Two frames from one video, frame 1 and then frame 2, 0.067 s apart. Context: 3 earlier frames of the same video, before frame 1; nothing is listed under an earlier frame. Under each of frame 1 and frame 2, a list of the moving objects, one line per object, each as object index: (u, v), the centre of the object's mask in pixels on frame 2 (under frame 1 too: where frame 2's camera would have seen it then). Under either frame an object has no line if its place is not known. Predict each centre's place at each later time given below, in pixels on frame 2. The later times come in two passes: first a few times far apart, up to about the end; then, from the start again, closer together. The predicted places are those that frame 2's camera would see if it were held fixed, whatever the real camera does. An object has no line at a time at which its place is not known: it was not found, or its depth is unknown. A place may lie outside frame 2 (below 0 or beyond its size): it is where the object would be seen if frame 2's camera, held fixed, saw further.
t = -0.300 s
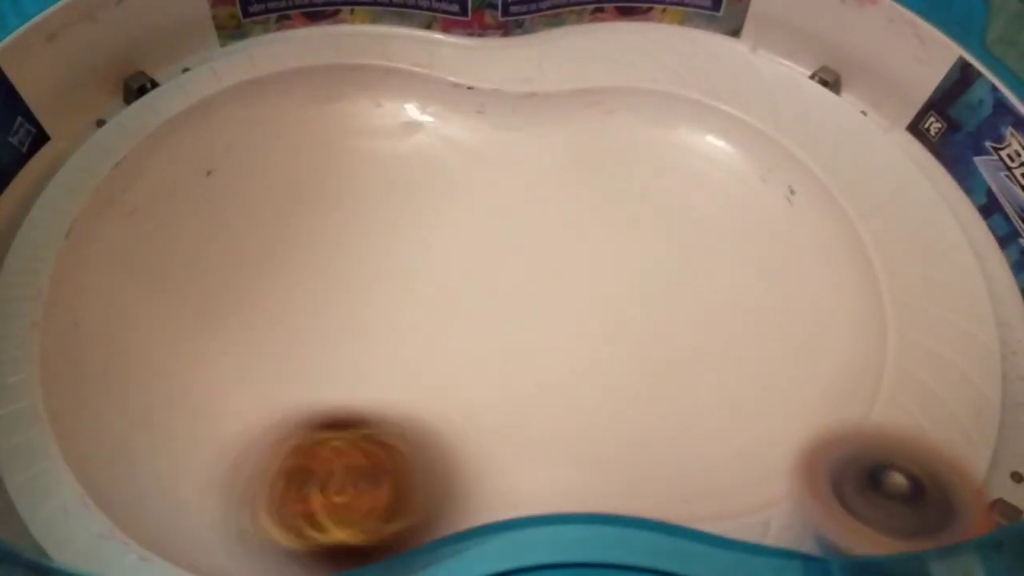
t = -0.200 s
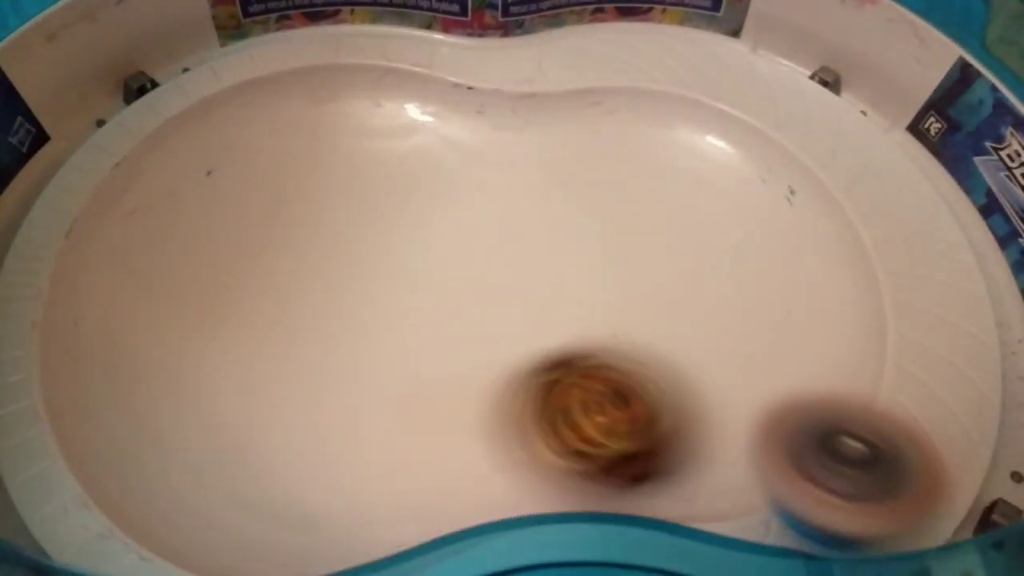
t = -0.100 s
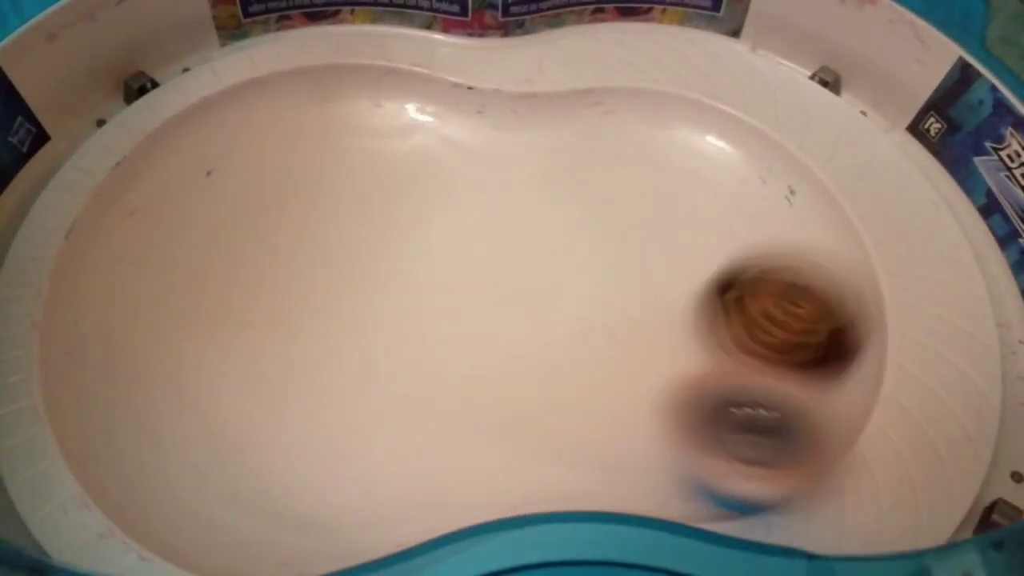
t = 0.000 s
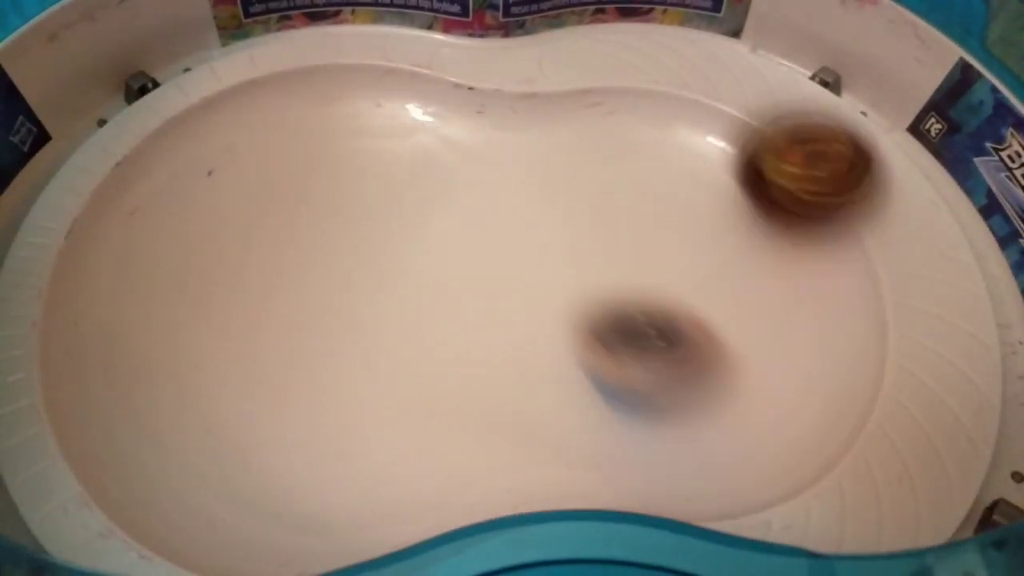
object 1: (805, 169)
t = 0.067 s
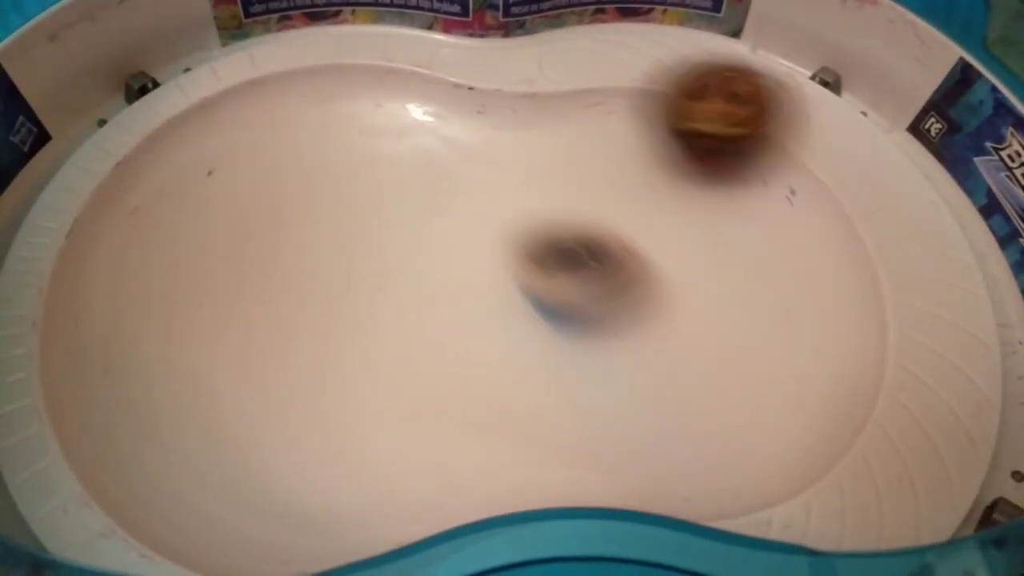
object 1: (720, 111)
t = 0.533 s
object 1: (700, 264)
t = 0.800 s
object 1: (712, 165)
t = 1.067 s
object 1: (497, 257)
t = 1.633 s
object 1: (427, 305)
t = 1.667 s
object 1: (400, 296)
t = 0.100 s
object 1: (650, 107)
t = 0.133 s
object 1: (586, 109)
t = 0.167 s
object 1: (573, 84)
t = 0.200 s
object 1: (582, 70)
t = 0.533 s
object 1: (700, 264)
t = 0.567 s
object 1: (756, 253)
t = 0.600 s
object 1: (806, 238)
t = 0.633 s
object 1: (827, 223)
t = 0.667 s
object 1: (829, 210)
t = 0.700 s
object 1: (787, 209)
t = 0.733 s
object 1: (748, 209)
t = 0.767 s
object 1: (717, 205)
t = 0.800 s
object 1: (712, 165)
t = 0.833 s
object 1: (705, 118)
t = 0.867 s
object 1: (685, 89)
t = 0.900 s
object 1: (655, 81)
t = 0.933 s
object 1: (623, 88)
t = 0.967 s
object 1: (589, 115)
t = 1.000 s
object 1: (554, 157)
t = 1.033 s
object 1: (522, 208)
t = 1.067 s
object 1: (497, 257)
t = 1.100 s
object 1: (478, 302)
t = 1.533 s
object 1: (482, 328)
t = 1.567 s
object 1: (468, 320)
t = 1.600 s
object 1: (451, 313)
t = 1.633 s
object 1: (427, 305)
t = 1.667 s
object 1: (400, 296)
